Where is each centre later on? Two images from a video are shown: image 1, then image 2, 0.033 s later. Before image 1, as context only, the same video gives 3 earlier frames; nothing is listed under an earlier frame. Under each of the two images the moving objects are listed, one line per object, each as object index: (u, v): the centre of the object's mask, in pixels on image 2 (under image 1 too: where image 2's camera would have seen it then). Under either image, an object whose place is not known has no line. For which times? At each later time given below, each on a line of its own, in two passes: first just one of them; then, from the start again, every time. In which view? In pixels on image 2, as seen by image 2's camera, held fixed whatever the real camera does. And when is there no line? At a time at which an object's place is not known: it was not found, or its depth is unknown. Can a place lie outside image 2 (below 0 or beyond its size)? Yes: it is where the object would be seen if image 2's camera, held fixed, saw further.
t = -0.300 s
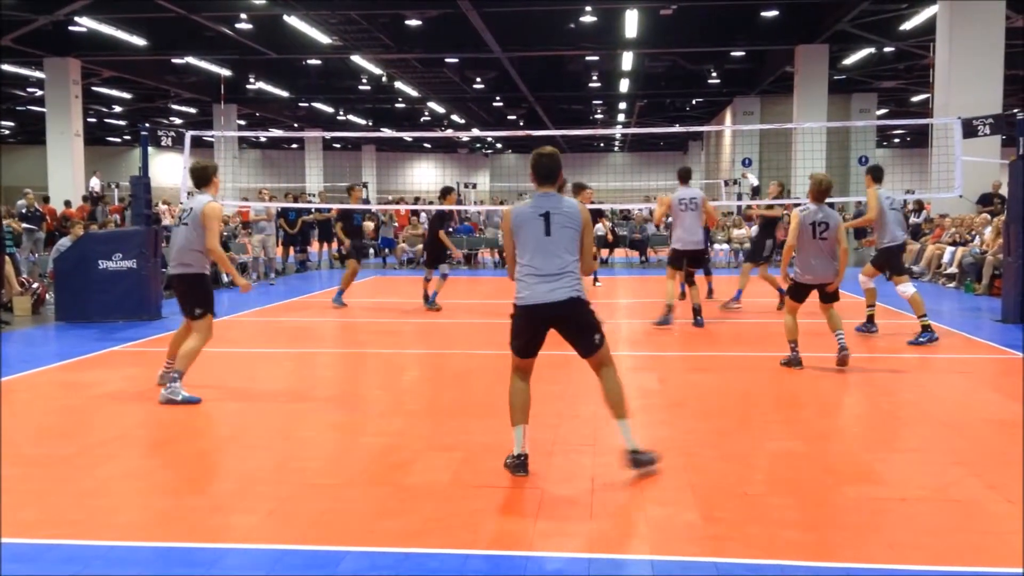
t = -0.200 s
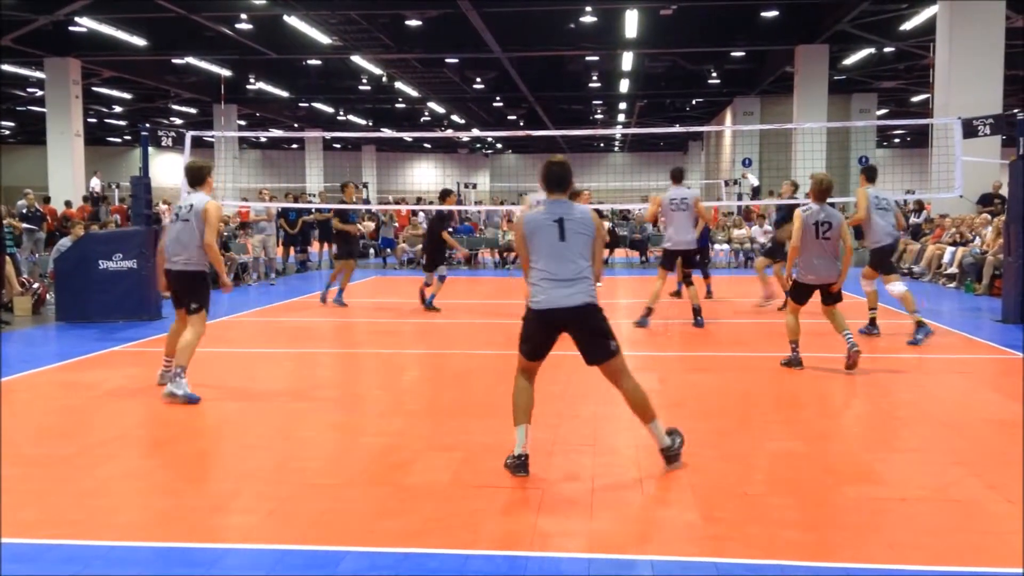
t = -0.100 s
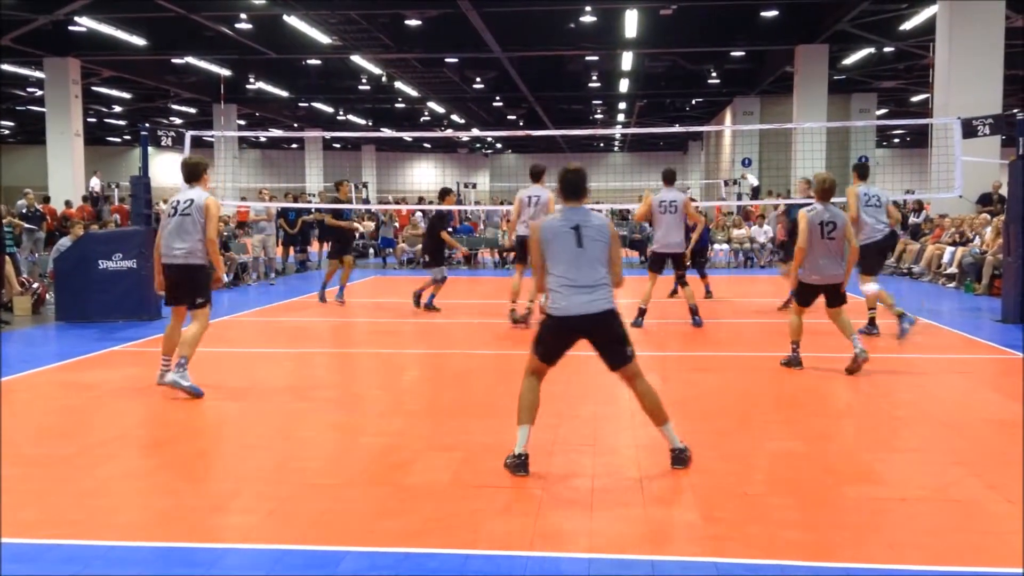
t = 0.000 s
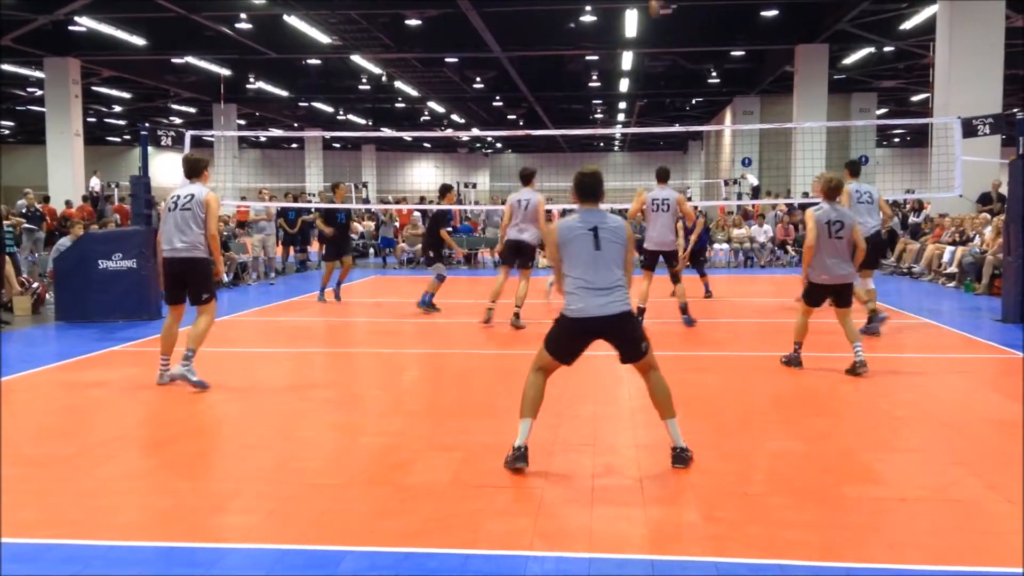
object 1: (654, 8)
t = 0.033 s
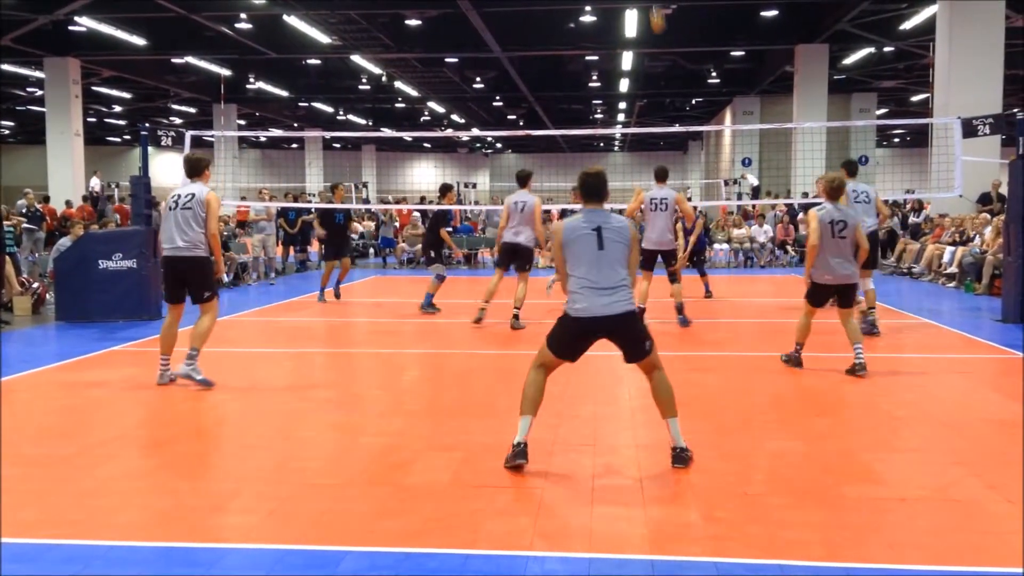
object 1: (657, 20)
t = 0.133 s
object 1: (664, 71)
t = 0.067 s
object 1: (660, 36)
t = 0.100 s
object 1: (662, 54)
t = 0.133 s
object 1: (664, 71)
